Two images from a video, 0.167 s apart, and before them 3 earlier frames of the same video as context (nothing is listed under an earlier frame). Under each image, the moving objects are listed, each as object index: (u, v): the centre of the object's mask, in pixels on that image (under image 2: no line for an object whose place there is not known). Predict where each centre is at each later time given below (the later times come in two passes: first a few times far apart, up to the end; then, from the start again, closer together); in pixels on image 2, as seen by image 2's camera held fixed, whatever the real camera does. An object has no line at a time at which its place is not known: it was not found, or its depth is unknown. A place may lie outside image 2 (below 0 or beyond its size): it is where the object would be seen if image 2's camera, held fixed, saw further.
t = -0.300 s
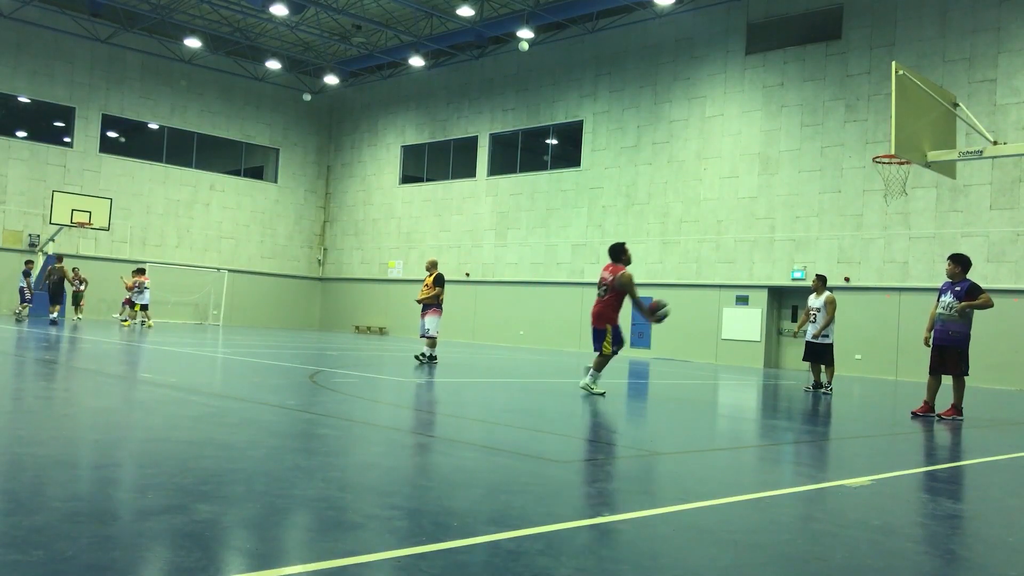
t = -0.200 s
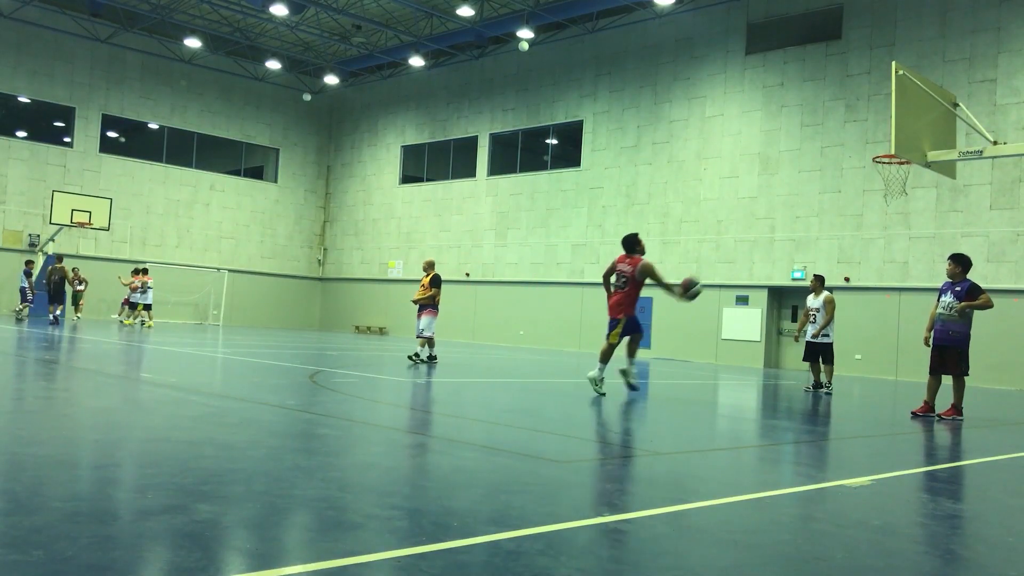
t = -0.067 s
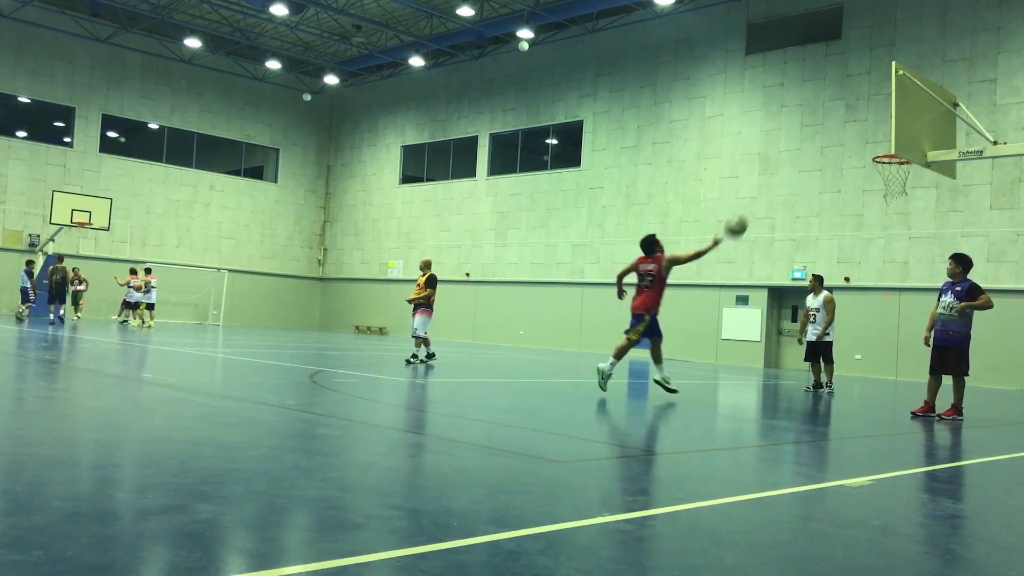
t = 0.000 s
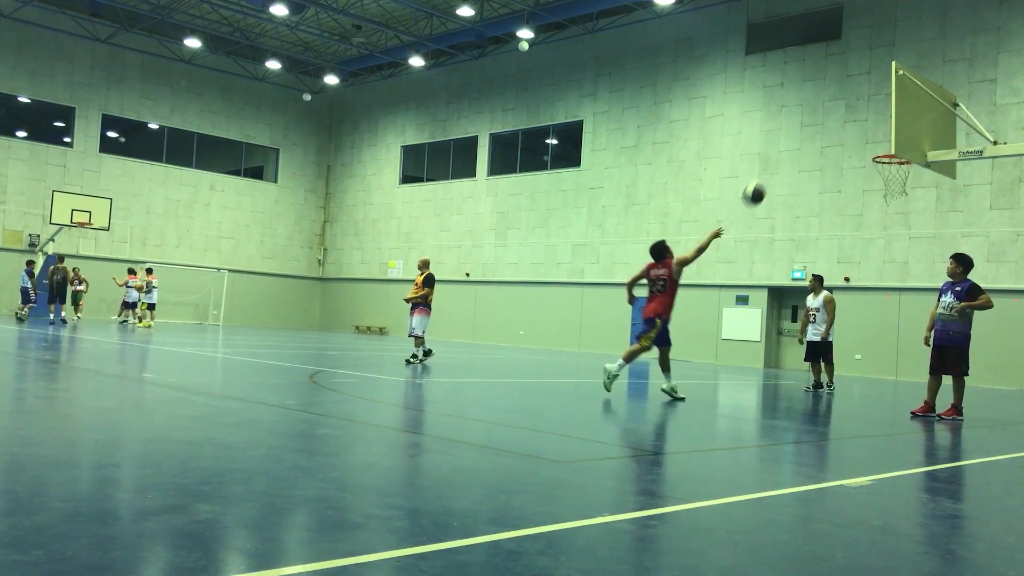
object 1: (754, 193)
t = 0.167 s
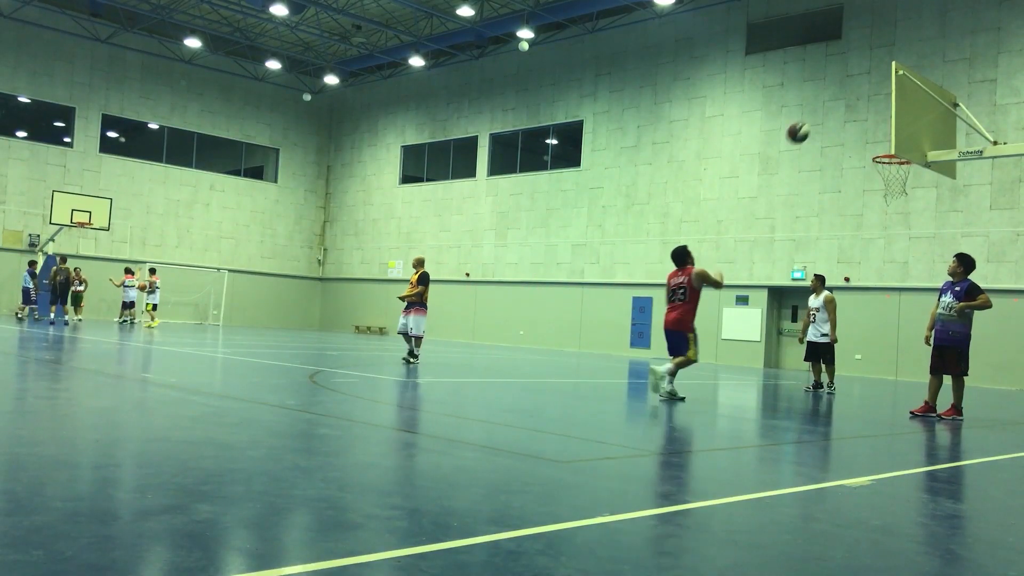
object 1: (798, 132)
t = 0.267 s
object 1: (822, 108)
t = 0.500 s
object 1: (875, 88)
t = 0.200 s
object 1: (806, 124)
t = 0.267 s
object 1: (822, 108)
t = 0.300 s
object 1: (830, 102)
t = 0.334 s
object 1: (838, 97)
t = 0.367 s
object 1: (845, 93)
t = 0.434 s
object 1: (860, 89)
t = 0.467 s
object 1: (868, 87)
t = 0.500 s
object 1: (875, 88)
